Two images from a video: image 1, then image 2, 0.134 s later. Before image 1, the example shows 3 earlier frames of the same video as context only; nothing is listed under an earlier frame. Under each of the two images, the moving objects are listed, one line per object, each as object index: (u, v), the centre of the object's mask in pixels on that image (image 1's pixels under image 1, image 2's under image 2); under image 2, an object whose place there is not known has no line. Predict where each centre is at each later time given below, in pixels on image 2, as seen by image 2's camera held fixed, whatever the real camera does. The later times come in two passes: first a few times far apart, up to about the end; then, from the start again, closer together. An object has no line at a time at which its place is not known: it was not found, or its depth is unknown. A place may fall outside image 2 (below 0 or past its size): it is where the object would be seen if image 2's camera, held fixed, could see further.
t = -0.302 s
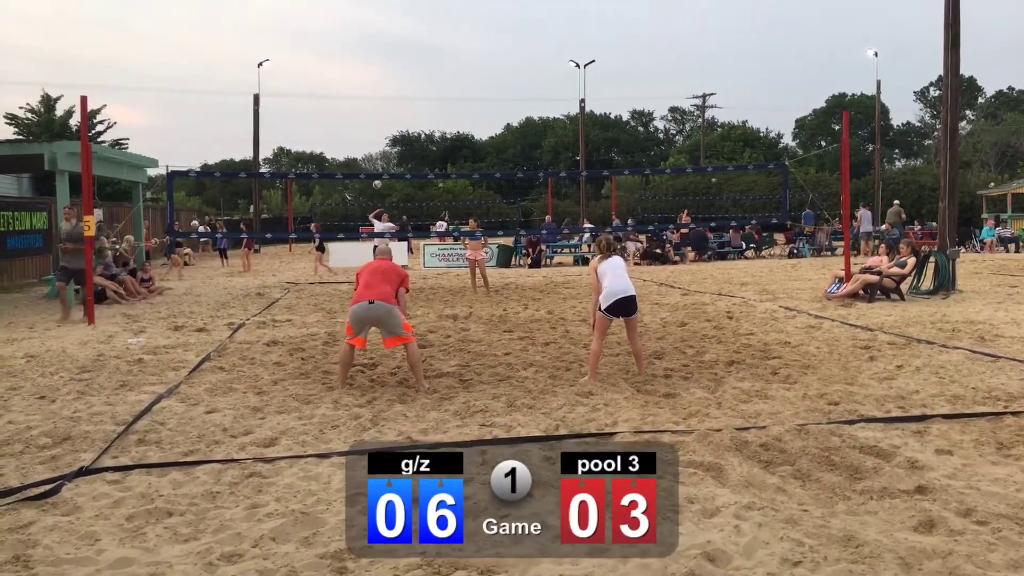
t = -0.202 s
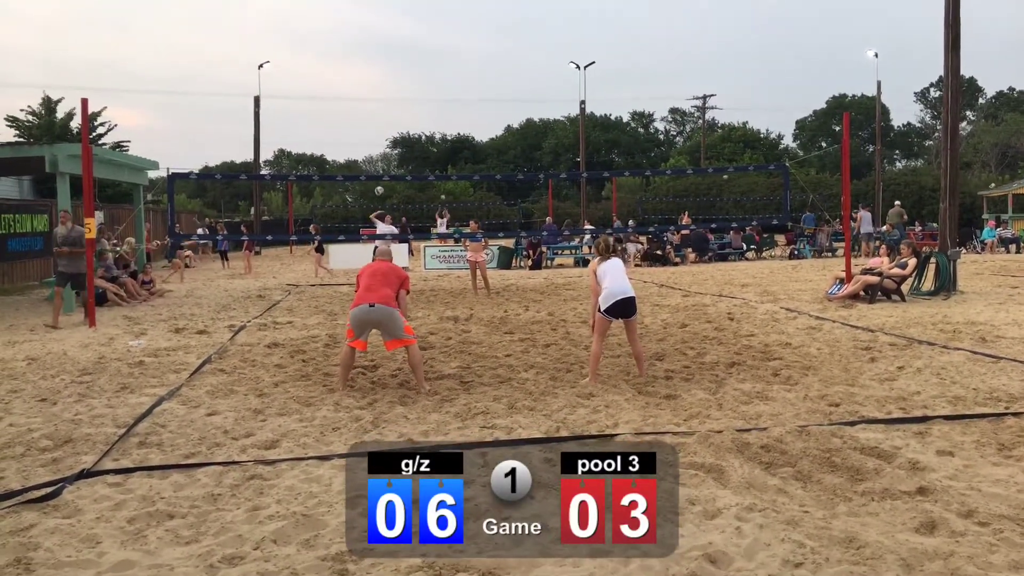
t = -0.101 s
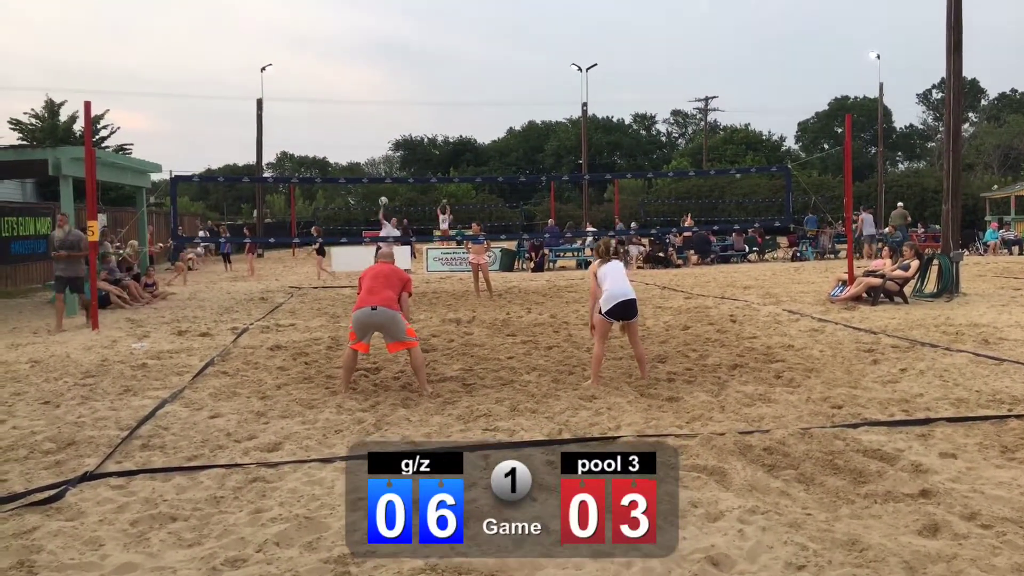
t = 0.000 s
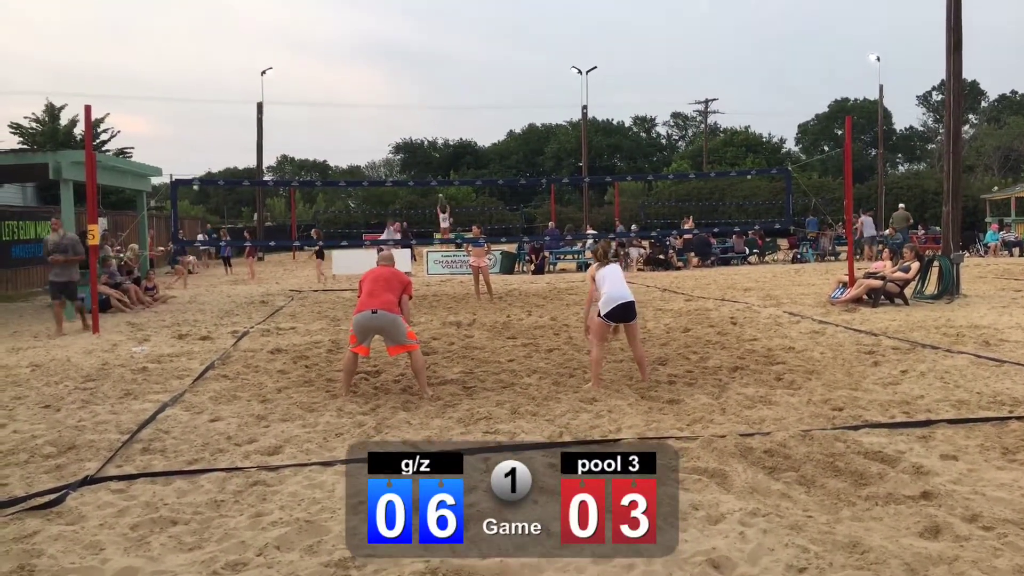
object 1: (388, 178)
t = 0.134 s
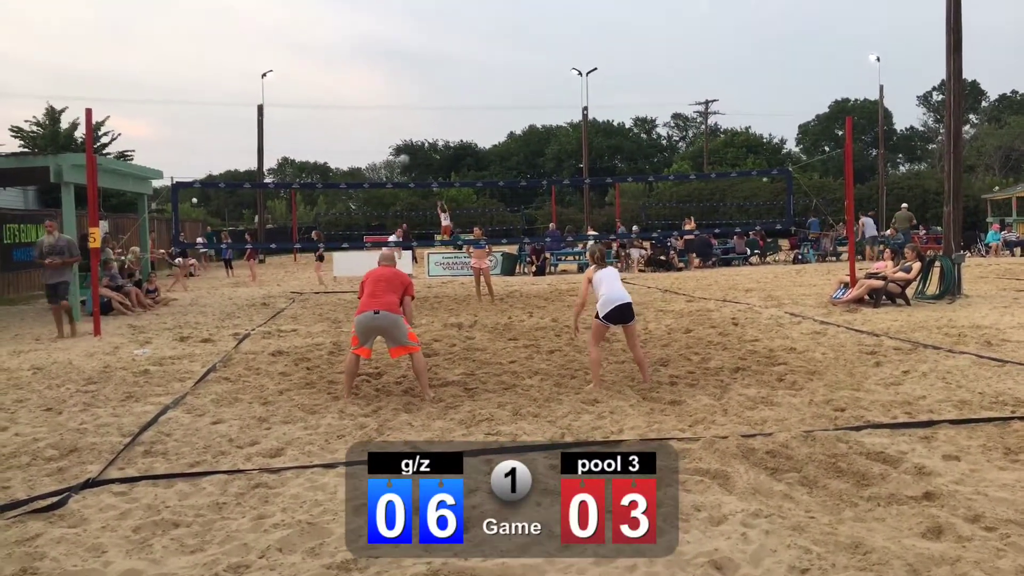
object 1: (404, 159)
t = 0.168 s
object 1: (406, 155)
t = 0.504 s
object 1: (454, 122)
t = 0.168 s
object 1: (406, 155)
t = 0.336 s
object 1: (428, 133)
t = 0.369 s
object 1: (433, 129)
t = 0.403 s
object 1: (438, 127)
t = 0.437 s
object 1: (443, 125)
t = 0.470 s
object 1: (448, 123)
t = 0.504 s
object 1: (454, 122)
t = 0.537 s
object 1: (461, 122)
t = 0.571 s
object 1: (467, 122)
